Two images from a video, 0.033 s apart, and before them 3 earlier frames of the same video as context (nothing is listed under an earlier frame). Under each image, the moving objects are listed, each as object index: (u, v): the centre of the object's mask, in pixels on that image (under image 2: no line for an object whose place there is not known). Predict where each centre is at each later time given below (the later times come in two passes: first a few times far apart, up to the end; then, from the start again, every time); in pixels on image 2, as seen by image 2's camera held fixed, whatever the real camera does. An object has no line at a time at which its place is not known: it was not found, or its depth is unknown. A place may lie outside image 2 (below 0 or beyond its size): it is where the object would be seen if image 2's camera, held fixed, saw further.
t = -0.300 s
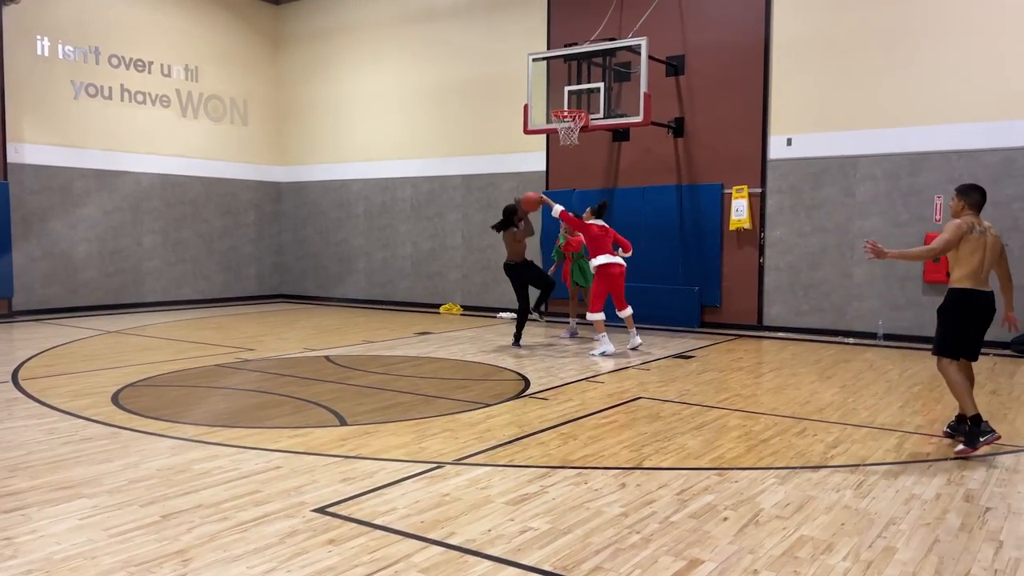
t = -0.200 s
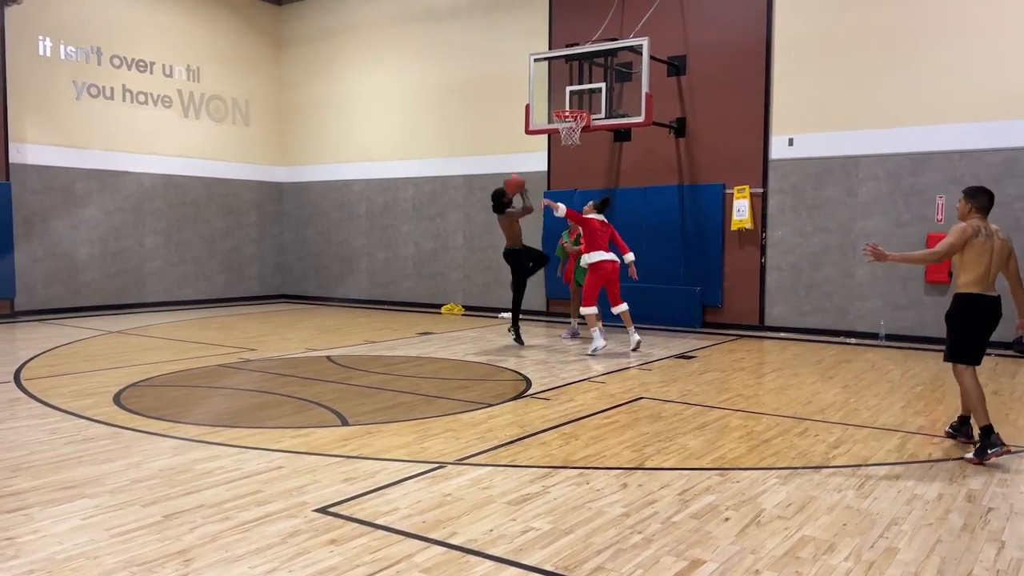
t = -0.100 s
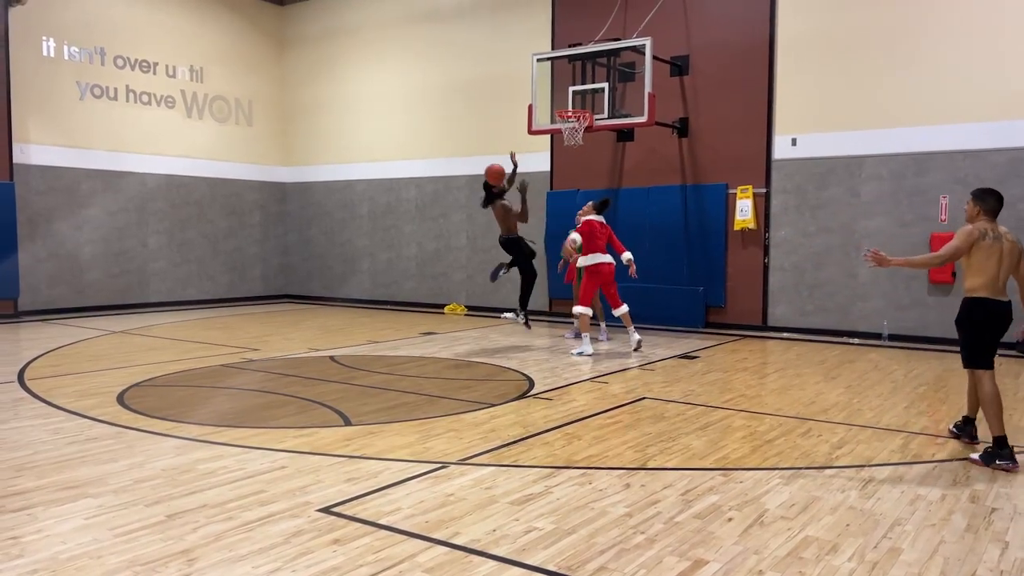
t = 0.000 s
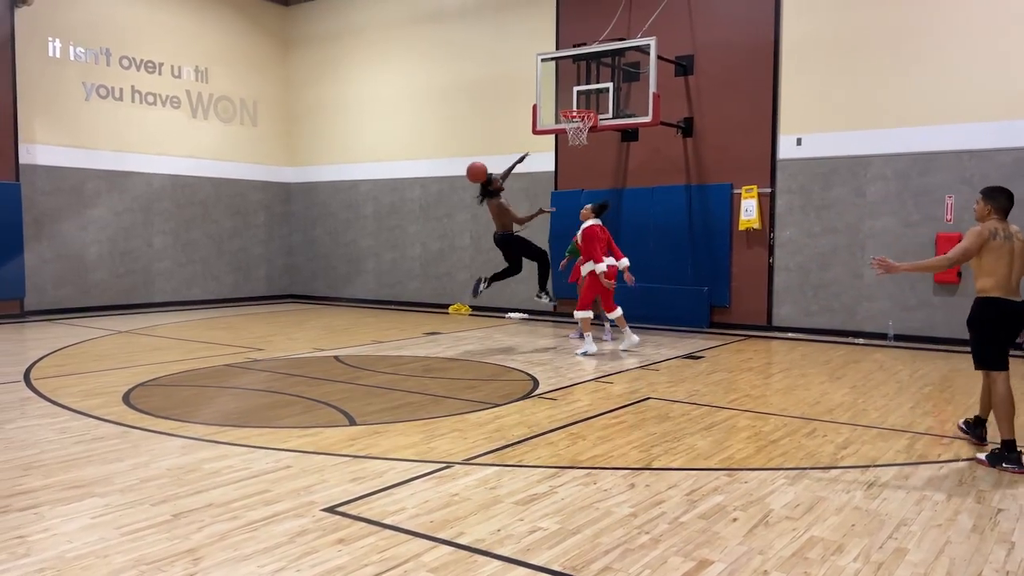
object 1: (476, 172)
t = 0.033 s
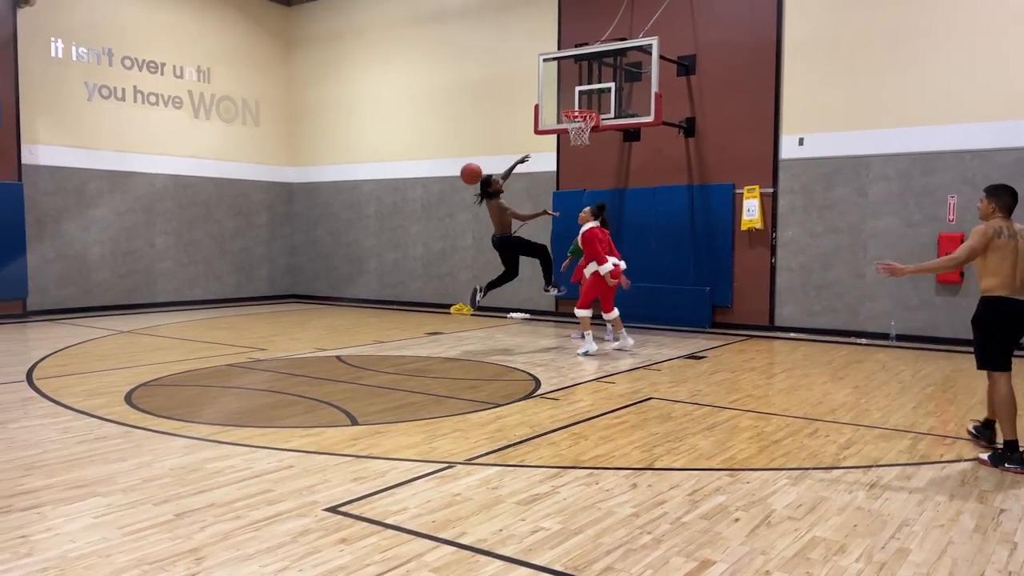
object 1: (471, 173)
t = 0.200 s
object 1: (432, 196)
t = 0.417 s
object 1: (378, 266)
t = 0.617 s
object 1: (326, 359)
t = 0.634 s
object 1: (325, 352)
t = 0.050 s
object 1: (467, 175)
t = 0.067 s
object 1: (463, 176)
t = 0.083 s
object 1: (460, 177)
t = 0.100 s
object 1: (456, 179)
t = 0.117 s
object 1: (452, 182)
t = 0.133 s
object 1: (448, 184)
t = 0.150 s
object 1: (444, 187)
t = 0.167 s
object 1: (440, 189)
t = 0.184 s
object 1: (436, 192)
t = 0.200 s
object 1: (432, 196)
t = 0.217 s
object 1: (428, 200)
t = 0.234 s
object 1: (424, 203)
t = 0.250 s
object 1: (420, 207)
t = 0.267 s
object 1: (416, 212)
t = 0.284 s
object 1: (412, 216)
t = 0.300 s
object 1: (408, 222)
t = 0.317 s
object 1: (404, 228)
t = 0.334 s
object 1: (399, 233)
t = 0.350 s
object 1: (395, 239)
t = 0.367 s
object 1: (391, 245)
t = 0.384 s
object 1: (387, 251)
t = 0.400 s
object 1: (383, 259)
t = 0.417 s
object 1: (378, 266)
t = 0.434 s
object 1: (374, 273)
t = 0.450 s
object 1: (369, 281)
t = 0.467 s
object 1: (366, 288)
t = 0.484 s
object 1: (361, 296)
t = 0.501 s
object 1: (356, 305)
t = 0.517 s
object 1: (351, 314)
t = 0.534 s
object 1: (346, 324)
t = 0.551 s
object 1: (341, 334)
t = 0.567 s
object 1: (337, 343)
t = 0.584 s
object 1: (332, 354)
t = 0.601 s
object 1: (327, 364)
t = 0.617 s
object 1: (326, 359)
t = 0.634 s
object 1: (325, 352)
